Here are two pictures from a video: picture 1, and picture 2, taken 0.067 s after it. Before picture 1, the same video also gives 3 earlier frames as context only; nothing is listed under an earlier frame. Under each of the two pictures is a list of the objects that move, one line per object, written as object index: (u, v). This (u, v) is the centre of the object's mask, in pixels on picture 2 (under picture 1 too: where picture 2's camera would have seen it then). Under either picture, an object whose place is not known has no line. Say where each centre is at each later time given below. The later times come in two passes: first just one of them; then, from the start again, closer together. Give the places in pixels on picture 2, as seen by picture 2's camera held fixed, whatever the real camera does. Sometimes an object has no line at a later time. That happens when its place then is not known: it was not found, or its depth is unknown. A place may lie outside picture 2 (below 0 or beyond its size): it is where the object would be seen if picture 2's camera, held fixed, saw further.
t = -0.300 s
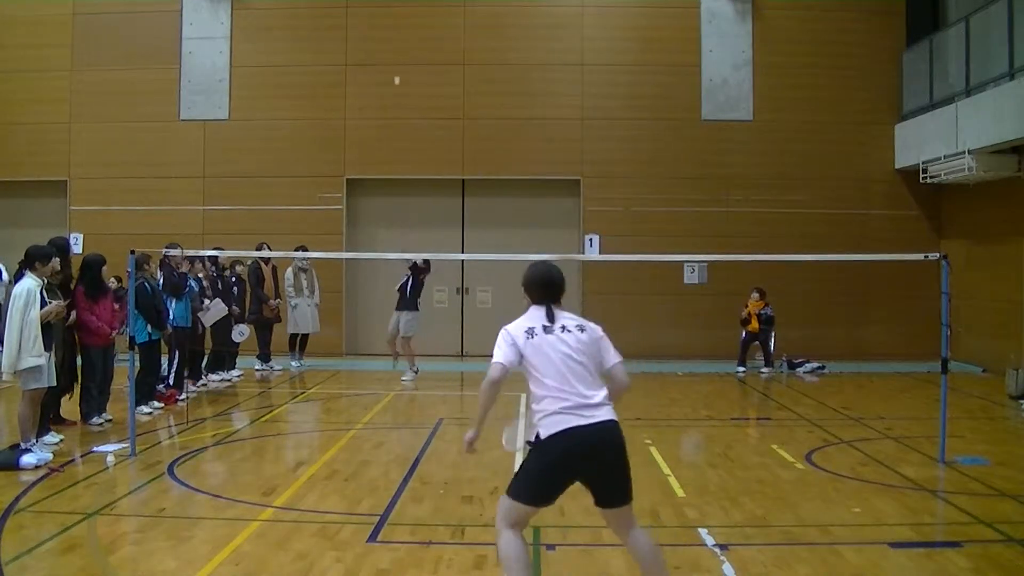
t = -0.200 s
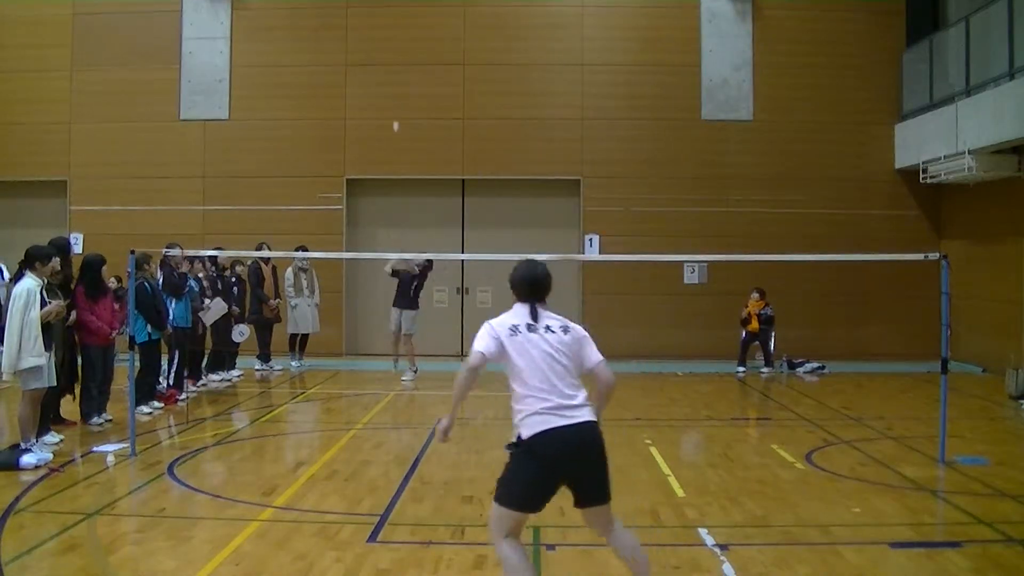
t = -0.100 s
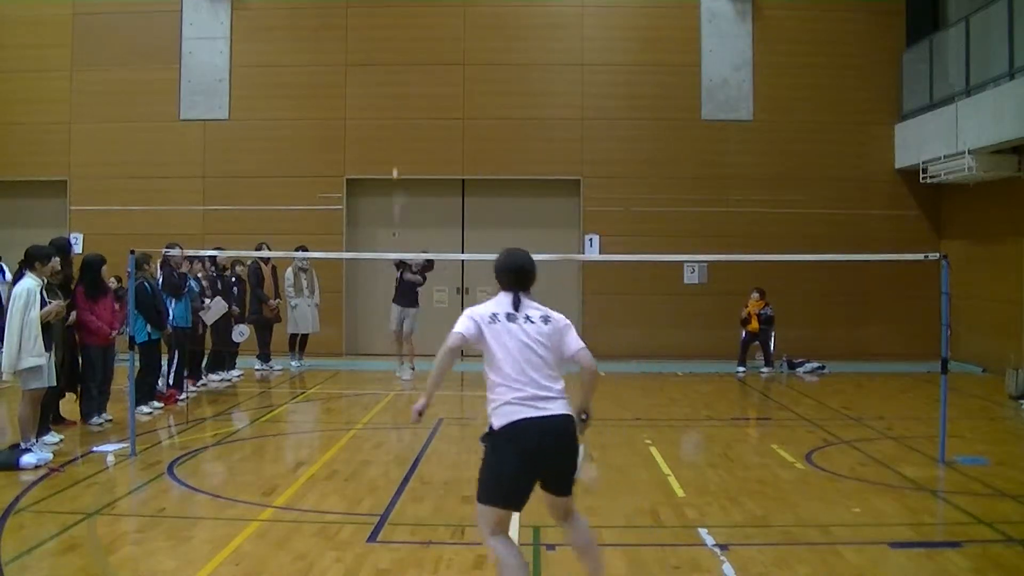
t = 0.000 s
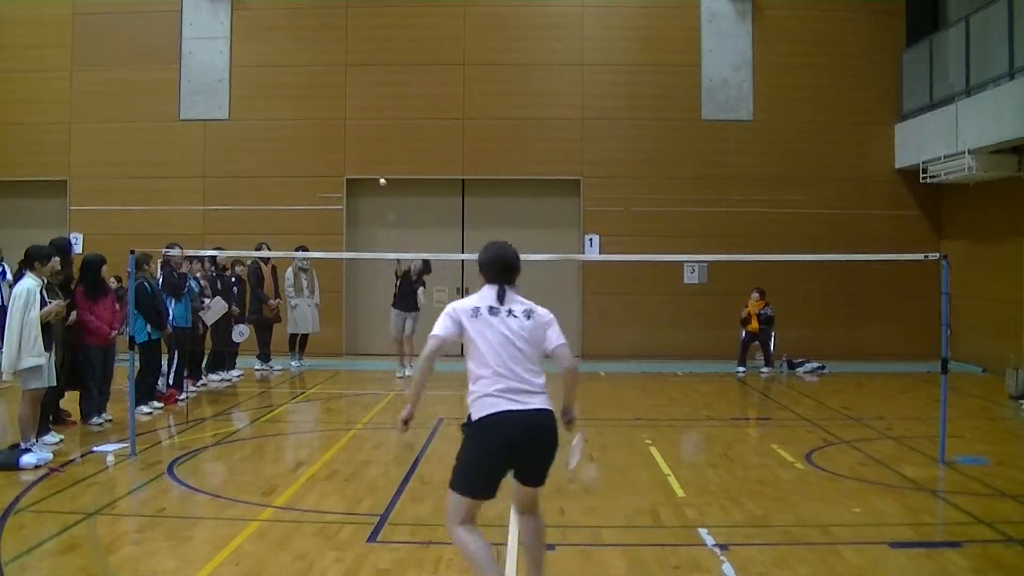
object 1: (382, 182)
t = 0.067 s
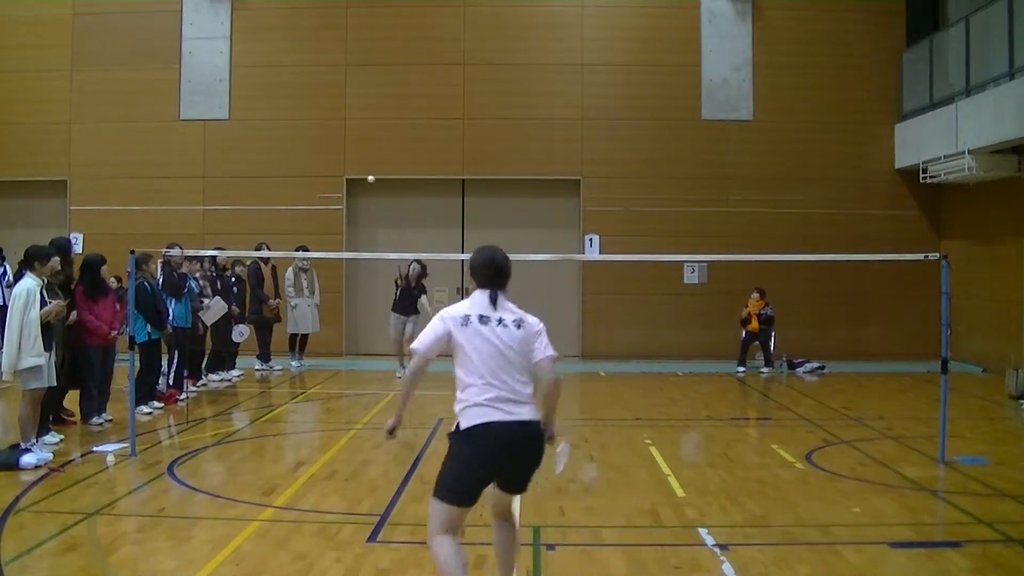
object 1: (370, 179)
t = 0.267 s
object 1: (339, 193)
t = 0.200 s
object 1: (350, 184)
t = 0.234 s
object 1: (345, 188)
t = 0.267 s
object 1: (339, 193)
